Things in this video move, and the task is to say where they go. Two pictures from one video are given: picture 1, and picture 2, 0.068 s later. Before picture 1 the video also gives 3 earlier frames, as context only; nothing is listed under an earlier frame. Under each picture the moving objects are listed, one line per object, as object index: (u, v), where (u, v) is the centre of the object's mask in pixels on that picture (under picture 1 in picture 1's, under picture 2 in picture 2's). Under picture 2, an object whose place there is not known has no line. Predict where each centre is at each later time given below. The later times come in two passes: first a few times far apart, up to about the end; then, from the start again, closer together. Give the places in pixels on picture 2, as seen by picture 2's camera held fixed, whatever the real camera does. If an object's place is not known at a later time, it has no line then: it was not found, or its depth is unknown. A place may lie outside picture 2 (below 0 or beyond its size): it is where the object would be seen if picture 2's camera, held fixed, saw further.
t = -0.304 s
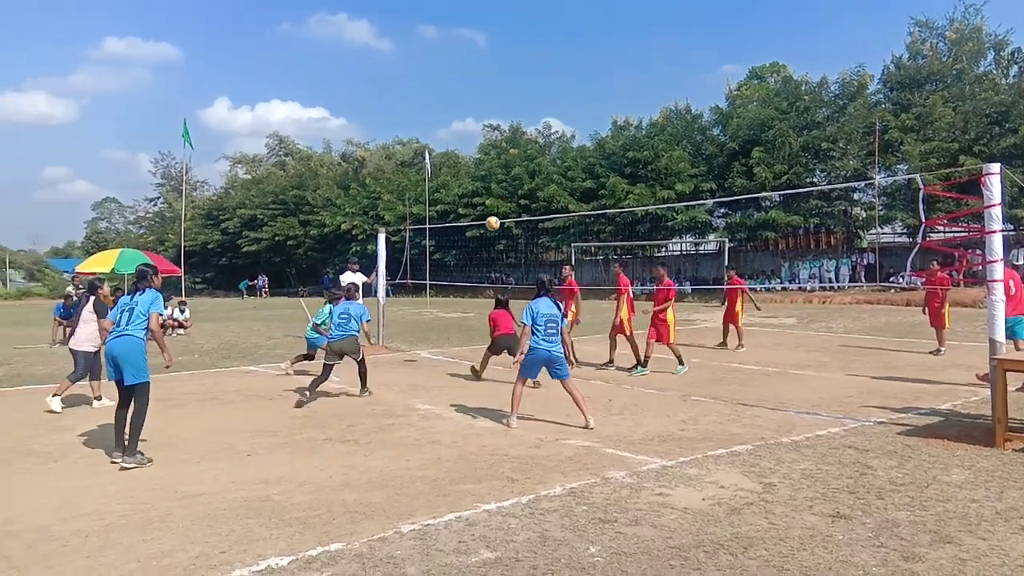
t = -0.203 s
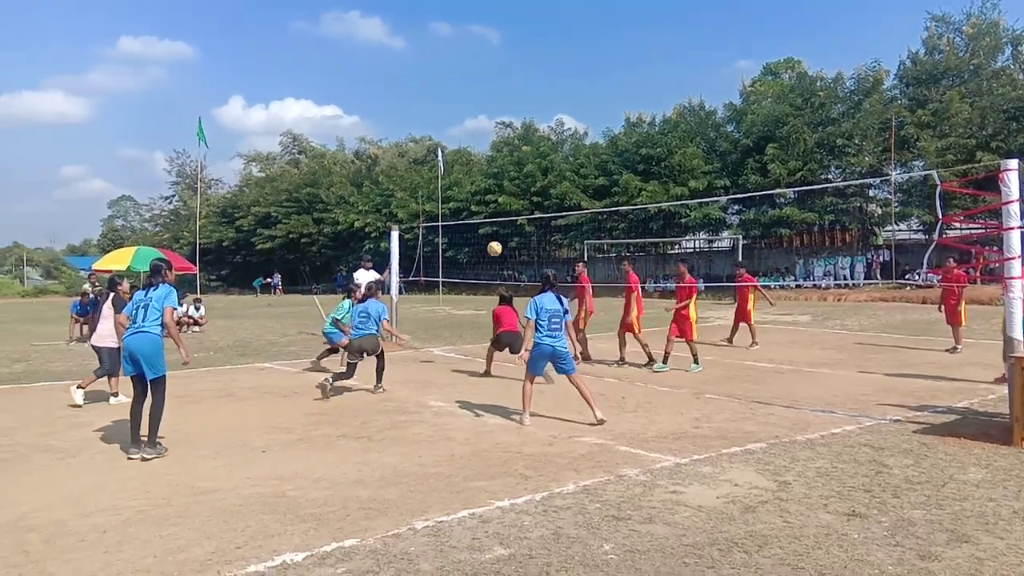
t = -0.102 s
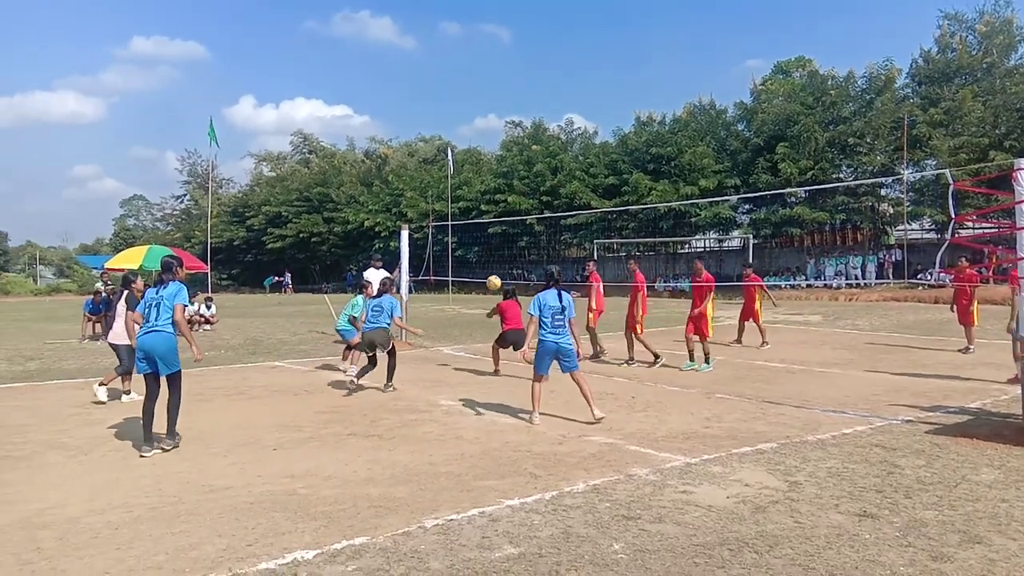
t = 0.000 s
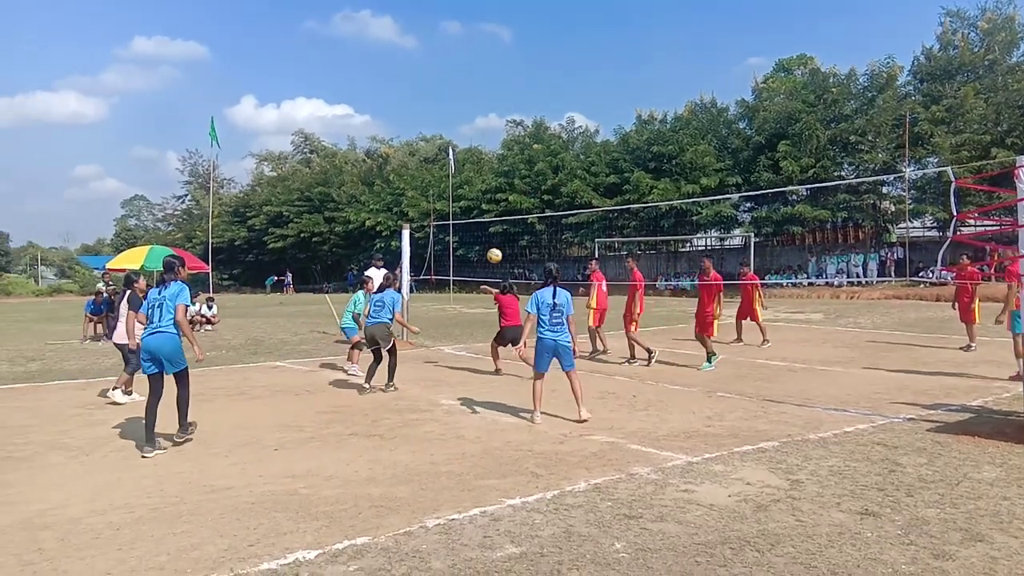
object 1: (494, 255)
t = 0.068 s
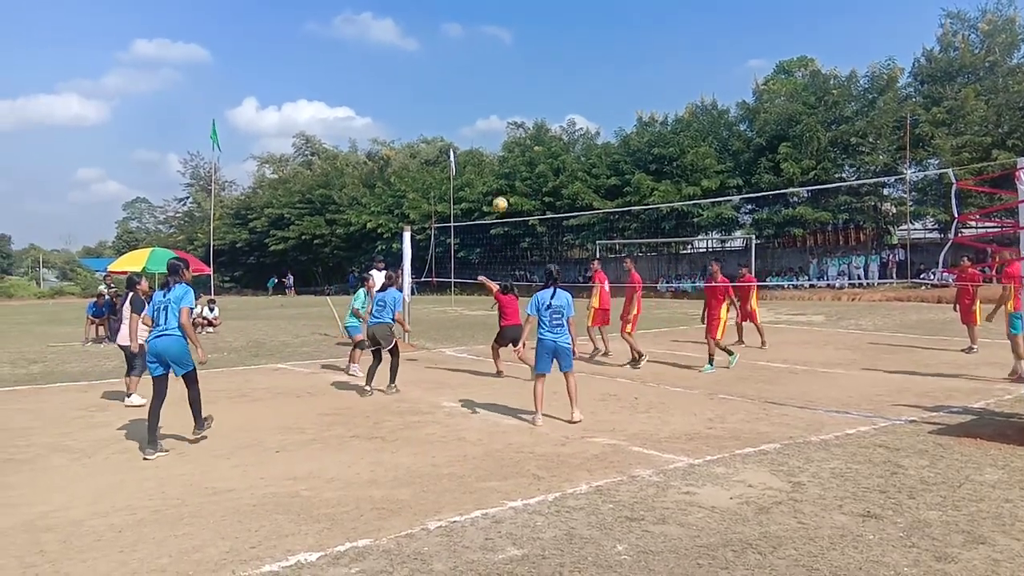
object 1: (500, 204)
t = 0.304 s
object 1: (509, 109)
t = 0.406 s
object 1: (512, 81)
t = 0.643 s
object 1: (522, 43)
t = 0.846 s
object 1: (529, 42)
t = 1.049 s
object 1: (538, 67)
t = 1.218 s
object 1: (544, 108)
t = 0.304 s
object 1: (509, 109)
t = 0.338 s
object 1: (510, 99)
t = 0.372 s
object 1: (511, 90)
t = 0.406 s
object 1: (512, 81)
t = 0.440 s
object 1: (514, 73)
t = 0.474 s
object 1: (515, 66)
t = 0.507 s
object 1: (517, 59)
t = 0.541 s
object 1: (518, 54)
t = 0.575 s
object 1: (520, 49)
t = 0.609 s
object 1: (521, 46)
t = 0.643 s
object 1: (522, 43)
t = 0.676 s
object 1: (523, 41)
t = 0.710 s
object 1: (524, 39)
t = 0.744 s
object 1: (525, 39)
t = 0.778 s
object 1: (527, 39)
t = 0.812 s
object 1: (528, 40)
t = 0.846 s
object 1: (529, 42)
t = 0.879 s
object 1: (531, 44)
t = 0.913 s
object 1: (532, 47)
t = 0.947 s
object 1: (533, 51)
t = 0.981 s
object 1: (535, 56)
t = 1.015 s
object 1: (537, 61)
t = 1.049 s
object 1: (538, 67)
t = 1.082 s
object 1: (539, 74)
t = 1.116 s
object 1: (540, 82)
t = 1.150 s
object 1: (541, 90)
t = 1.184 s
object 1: (543, 99)
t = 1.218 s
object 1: (544, 108)
